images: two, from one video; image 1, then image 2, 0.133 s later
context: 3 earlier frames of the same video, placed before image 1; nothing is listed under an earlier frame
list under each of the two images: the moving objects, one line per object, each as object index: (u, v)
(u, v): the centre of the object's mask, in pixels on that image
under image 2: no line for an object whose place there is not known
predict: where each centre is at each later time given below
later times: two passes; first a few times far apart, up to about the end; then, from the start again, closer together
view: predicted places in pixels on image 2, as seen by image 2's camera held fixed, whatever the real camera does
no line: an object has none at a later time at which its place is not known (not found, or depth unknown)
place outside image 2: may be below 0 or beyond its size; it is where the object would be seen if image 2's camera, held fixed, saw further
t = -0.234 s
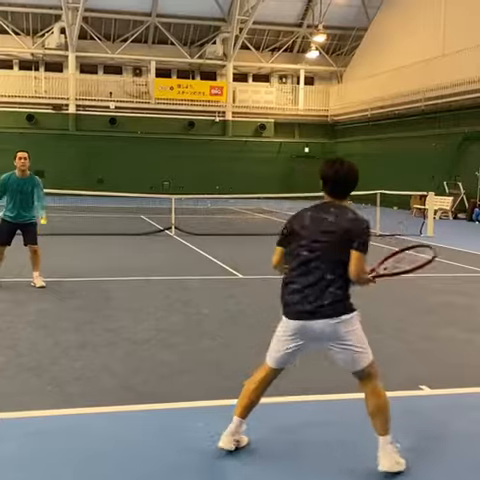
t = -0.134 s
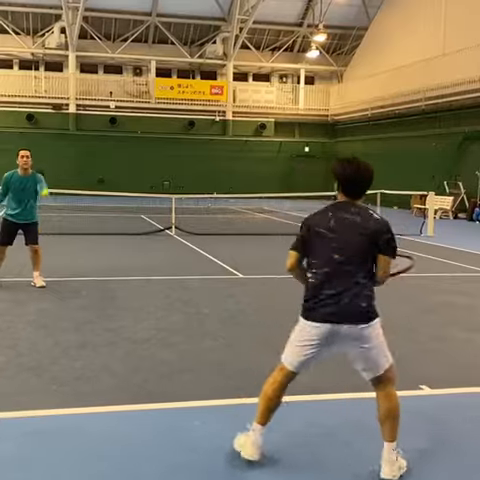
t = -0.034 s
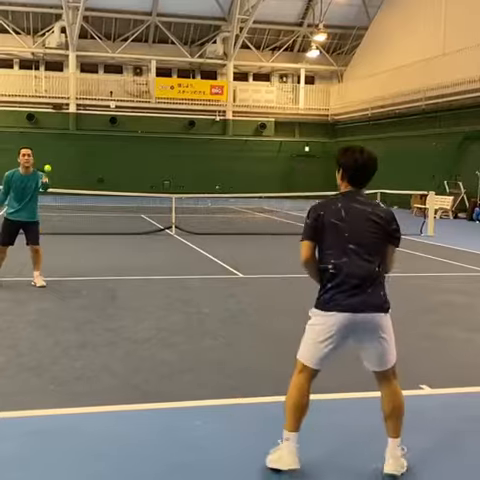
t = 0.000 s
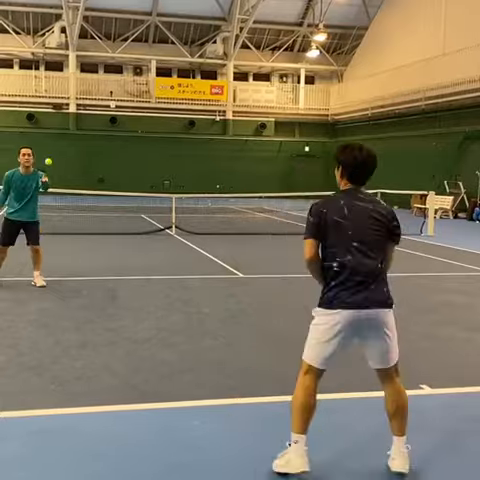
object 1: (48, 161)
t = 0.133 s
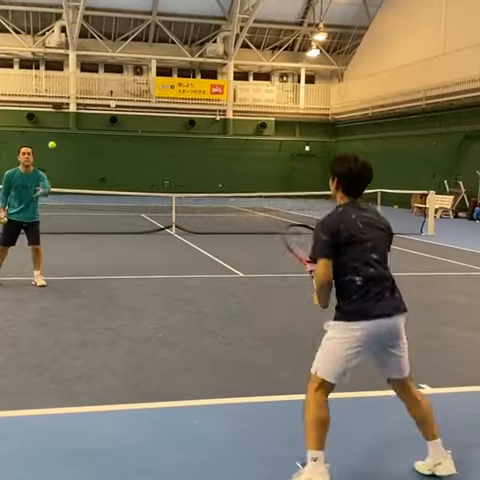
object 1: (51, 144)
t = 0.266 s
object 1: (55, 144)
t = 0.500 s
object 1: (63, 193)
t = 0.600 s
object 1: (67, 237)
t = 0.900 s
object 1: (78, 320)
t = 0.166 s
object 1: (52, 142)
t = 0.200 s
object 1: (53, 142)
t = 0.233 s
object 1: (54, 143)
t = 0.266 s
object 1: (55, 144)
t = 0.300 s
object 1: (56, 147)
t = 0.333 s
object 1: (57, 151)
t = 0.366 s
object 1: (58, 157)
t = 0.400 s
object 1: (59, 163)
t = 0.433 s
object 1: (60, 172)
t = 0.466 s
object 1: (62, 182)
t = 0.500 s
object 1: (63, 193)
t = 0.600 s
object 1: (67, 237)
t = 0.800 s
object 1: (75, 366)
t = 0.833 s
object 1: (76, 350)
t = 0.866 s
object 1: (77, 334)
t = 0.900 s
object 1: (78, 320)
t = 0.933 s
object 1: (79, 307)
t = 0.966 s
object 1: (80, 295)
